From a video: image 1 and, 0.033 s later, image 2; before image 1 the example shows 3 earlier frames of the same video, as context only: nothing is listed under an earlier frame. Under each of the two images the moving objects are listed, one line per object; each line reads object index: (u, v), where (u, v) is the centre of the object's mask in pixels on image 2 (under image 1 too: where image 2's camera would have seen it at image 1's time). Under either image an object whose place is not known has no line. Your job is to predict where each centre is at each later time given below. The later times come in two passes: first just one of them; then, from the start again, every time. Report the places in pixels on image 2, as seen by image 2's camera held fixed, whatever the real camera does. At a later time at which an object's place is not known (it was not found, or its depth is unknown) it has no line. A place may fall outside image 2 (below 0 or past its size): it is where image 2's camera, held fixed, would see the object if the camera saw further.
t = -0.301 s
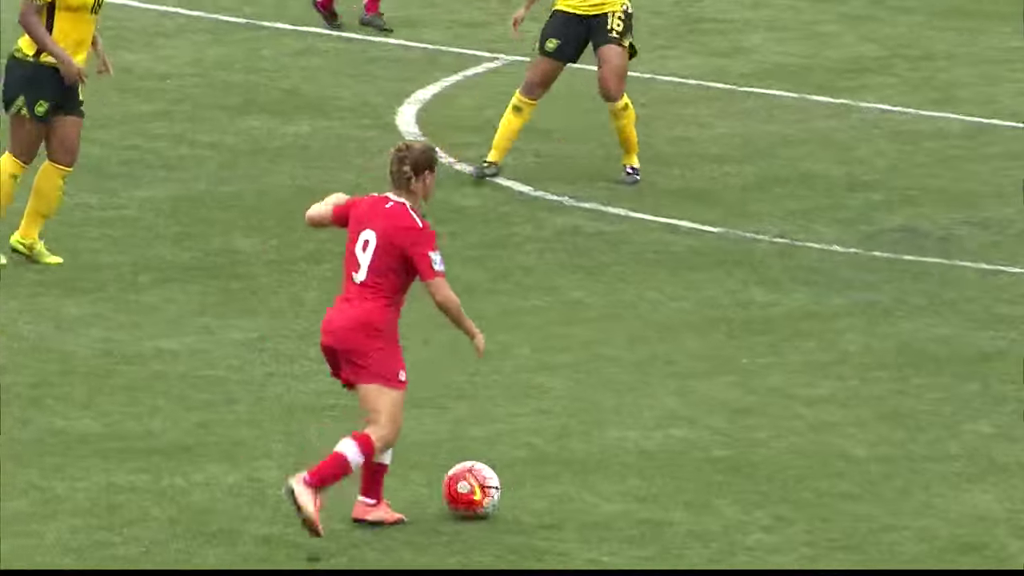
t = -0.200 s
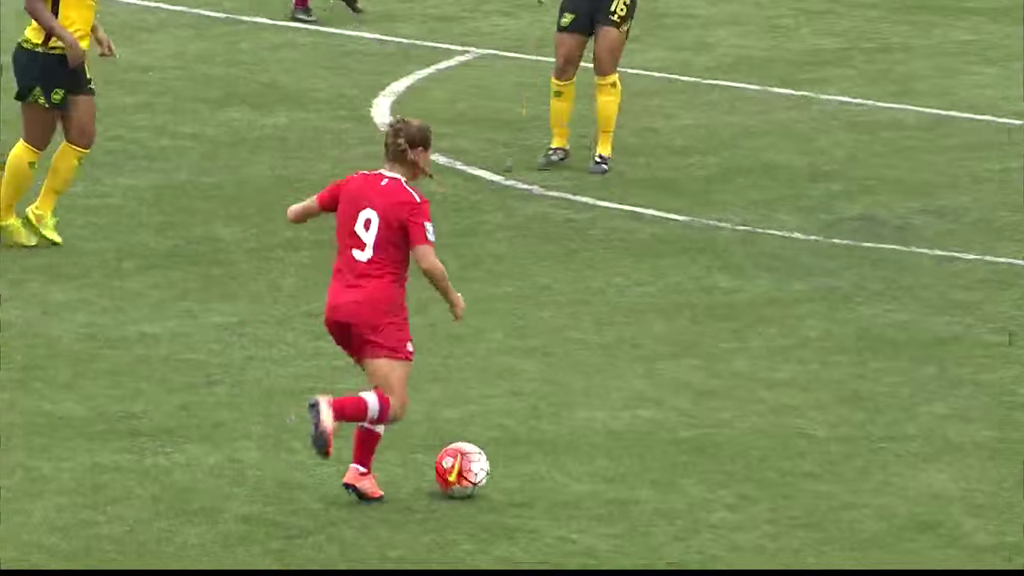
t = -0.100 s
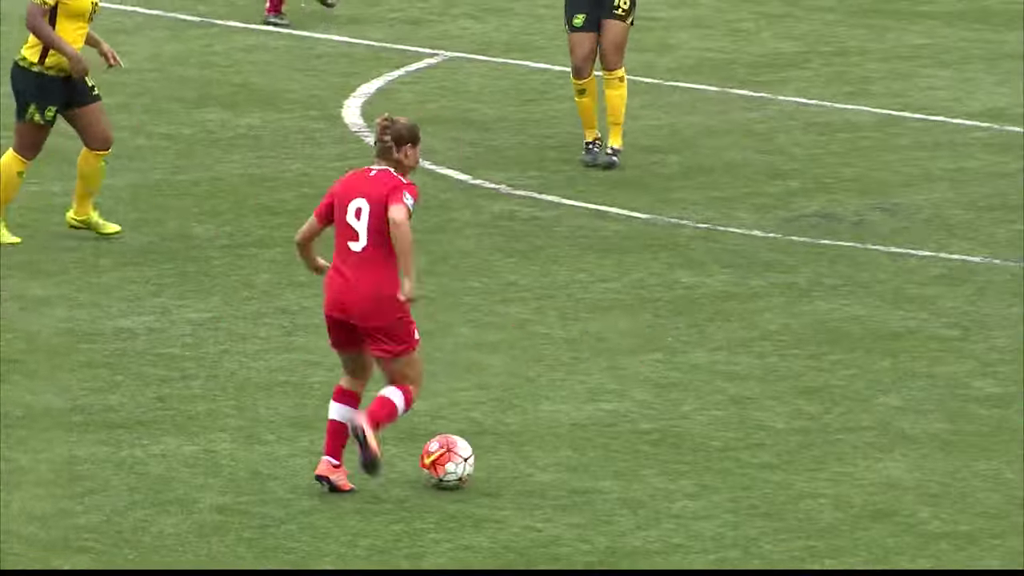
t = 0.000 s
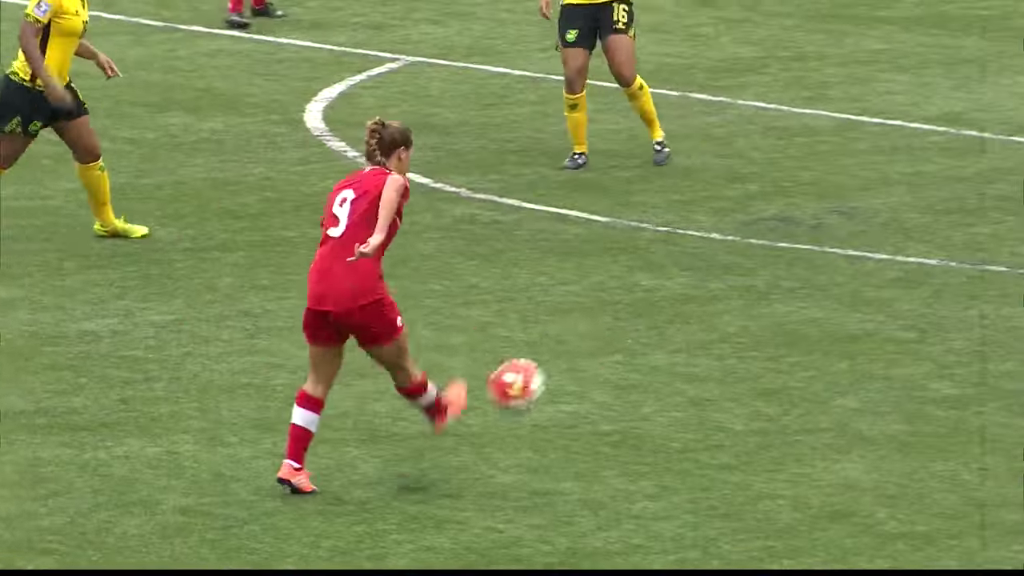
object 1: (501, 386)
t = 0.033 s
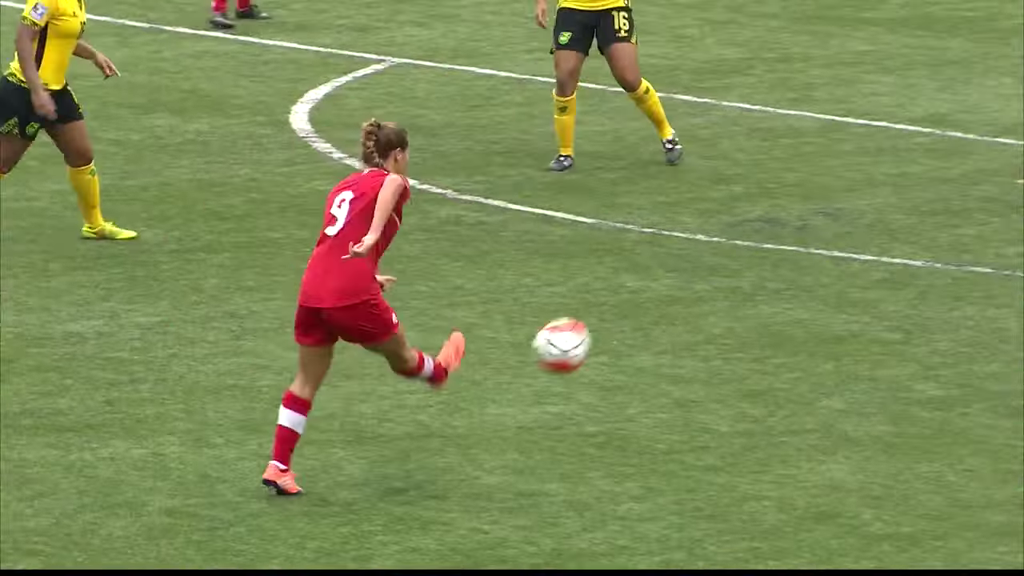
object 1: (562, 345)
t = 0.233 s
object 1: (896, 142)
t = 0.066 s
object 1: (620, 303)
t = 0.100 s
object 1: (677, 262)
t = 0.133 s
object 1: (734, 231)
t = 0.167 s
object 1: (788, 199)
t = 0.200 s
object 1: (844, 166)
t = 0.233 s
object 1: (896, 142)
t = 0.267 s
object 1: (949, 115)
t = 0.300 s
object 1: (1002, 93)
